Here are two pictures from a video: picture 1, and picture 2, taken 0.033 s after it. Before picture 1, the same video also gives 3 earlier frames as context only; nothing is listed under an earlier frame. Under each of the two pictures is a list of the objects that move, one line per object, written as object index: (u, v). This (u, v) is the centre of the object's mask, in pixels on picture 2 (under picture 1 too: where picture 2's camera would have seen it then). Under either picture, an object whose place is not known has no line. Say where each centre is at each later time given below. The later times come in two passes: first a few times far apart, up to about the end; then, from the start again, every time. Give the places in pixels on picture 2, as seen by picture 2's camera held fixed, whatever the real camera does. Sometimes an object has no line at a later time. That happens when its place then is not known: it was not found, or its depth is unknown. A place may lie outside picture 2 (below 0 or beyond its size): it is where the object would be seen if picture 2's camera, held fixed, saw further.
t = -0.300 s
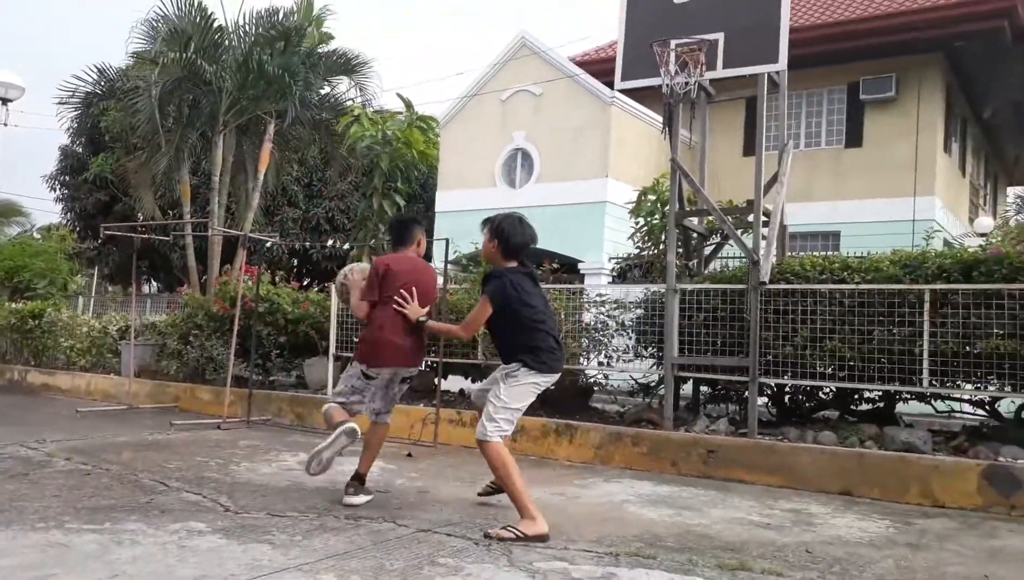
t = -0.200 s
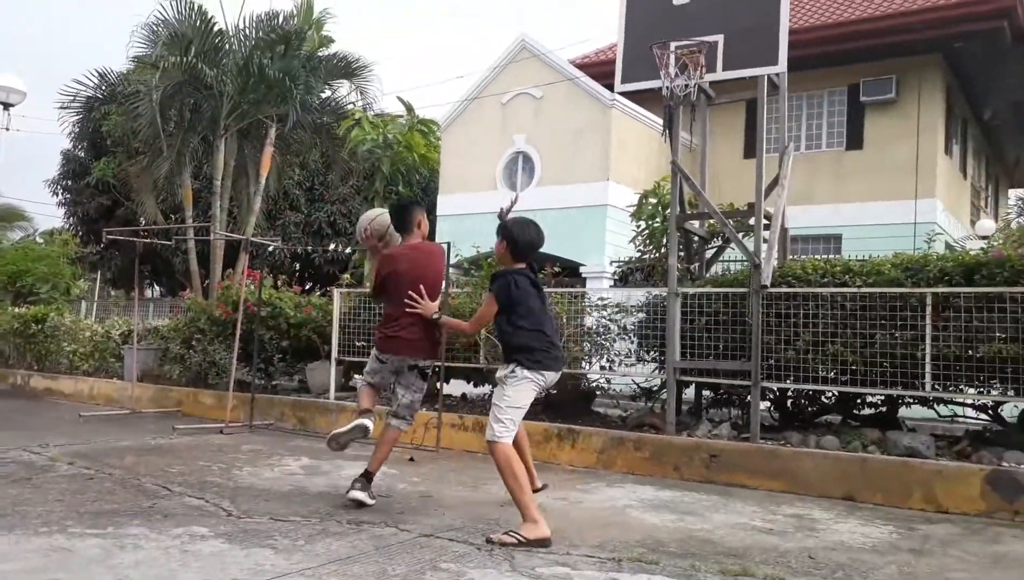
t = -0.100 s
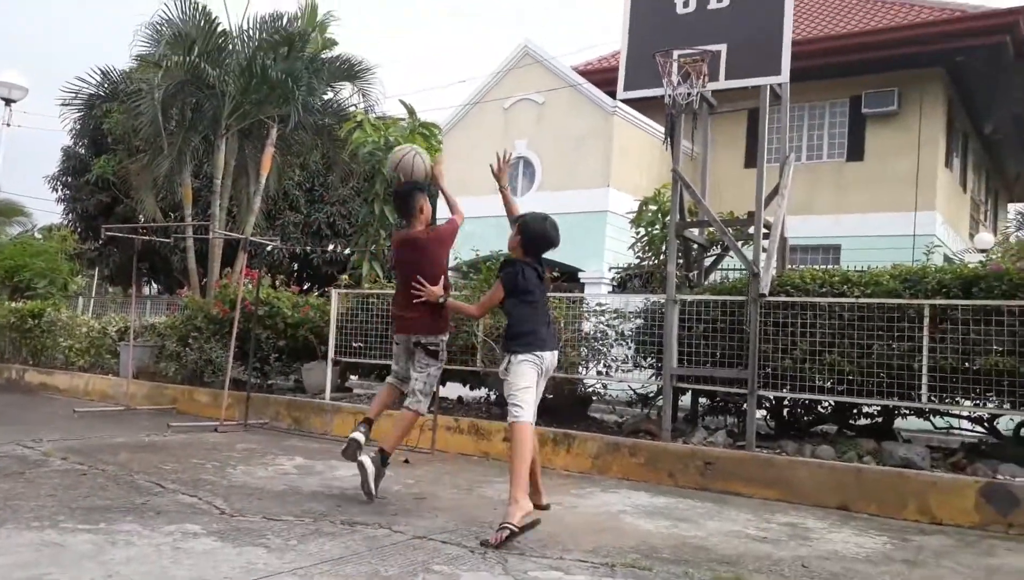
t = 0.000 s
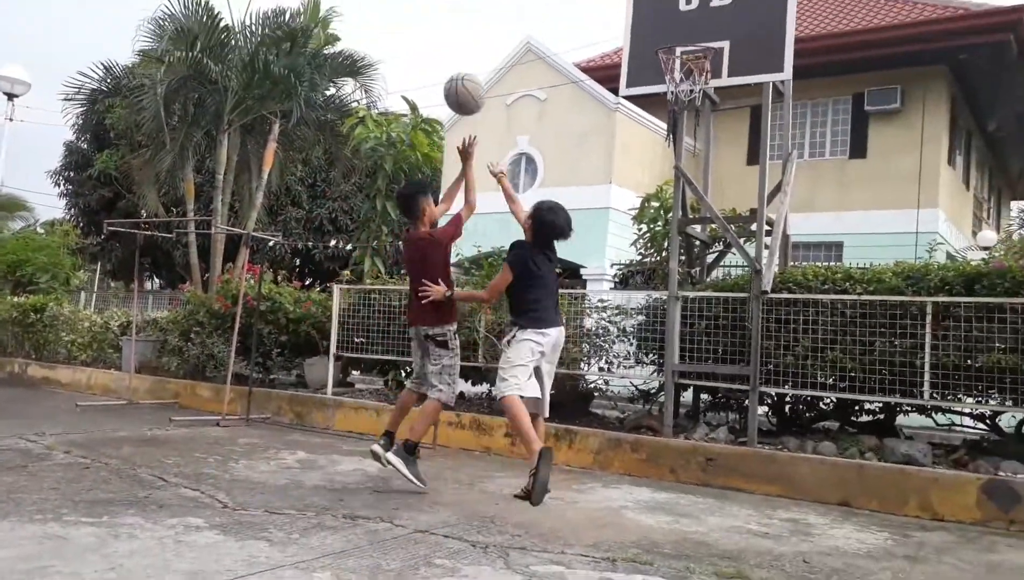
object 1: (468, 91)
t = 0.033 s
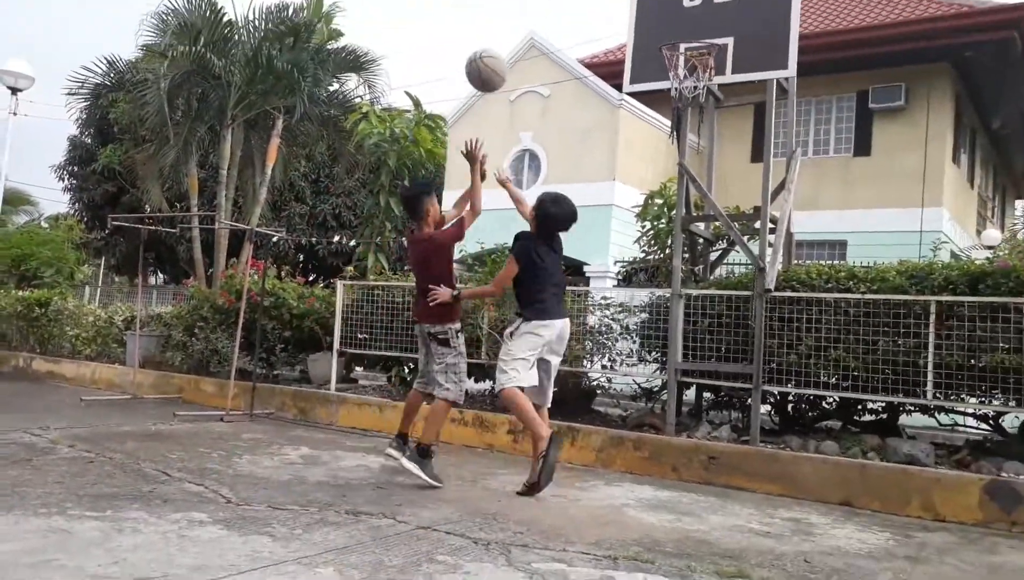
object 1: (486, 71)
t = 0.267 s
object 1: (606, -7)
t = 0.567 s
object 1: (660, -6)
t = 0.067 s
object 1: (507, 51)
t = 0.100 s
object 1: (526, 39)
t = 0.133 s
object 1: (542, 26)
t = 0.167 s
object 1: (558, 14)
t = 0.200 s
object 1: (574, 5)
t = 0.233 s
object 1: (591, -2)
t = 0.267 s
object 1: (606, -7)
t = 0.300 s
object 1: (621, -10)
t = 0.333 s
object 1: (635, -11)
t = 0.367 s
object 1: (649, -5)
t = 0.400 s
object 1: (658, -6)
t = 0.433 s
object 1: (659, -11)
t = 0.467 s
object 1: (660, -13)
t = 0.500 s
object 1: (660, -12)
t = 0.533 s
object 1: (660, -8)
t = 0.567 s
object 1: (660, -6)
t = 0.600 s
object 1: (660, 0)
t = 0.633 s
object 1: (660, 10)
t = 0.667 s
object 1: (660, 23)
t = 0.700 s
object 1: (660, 35)
